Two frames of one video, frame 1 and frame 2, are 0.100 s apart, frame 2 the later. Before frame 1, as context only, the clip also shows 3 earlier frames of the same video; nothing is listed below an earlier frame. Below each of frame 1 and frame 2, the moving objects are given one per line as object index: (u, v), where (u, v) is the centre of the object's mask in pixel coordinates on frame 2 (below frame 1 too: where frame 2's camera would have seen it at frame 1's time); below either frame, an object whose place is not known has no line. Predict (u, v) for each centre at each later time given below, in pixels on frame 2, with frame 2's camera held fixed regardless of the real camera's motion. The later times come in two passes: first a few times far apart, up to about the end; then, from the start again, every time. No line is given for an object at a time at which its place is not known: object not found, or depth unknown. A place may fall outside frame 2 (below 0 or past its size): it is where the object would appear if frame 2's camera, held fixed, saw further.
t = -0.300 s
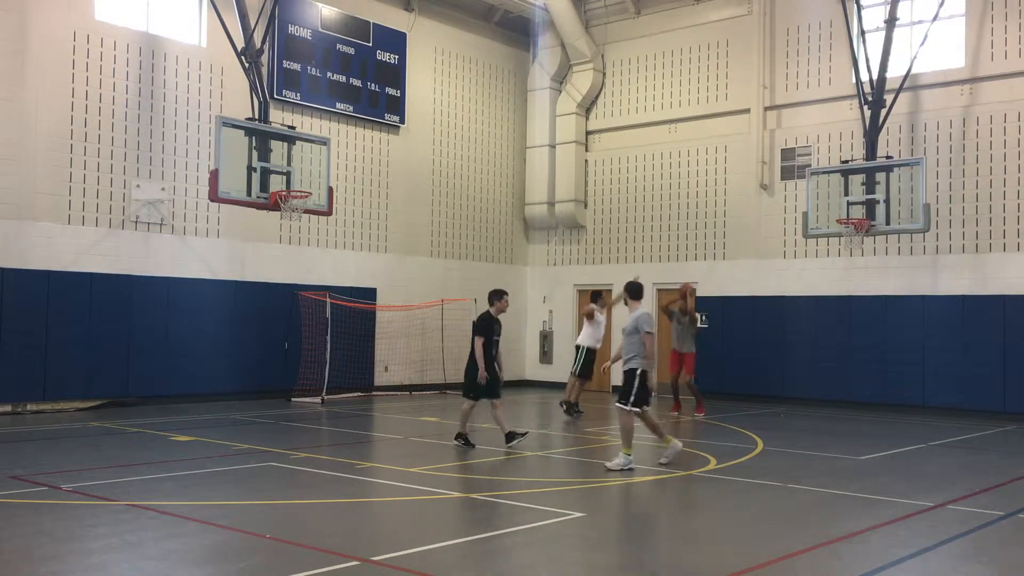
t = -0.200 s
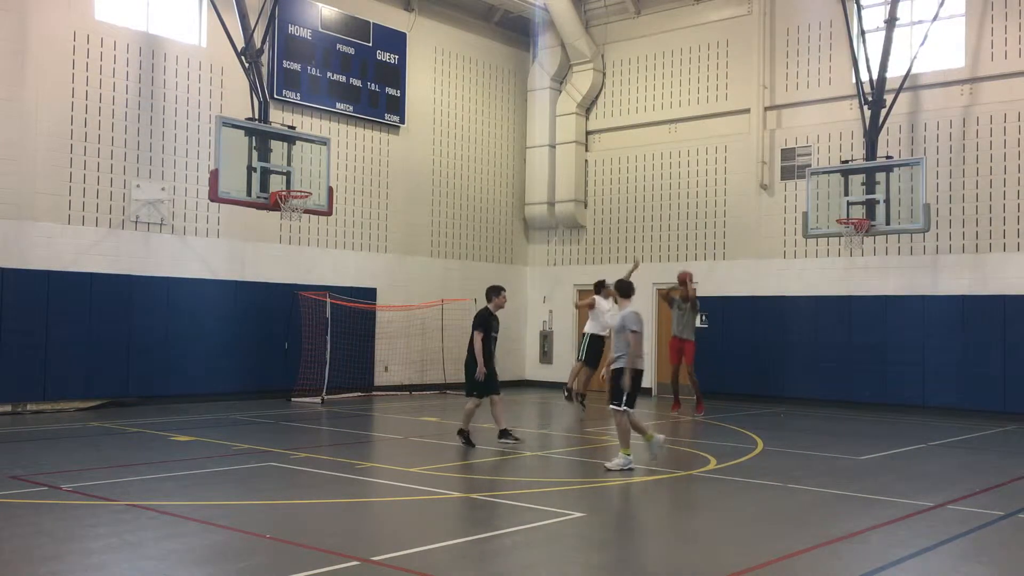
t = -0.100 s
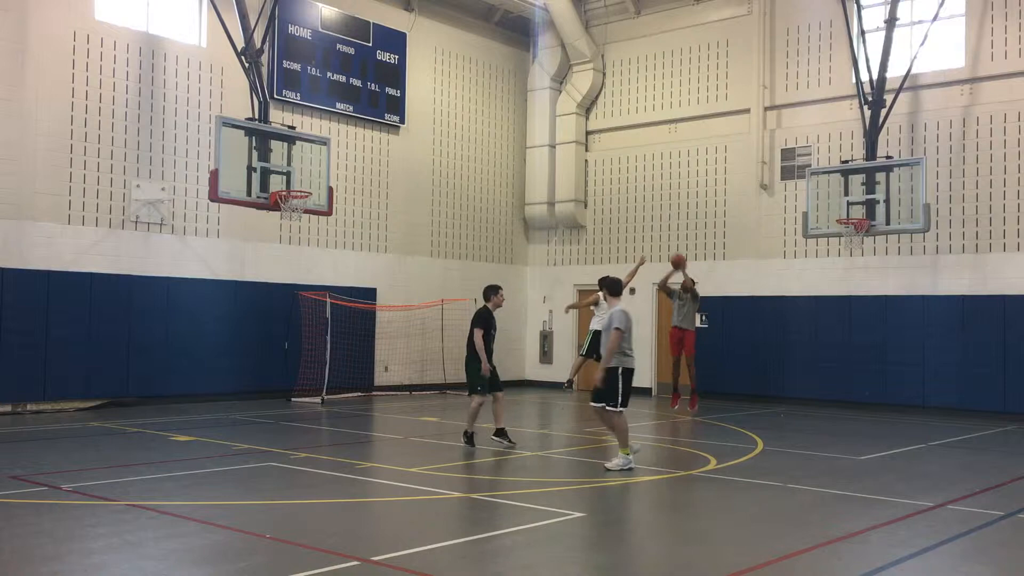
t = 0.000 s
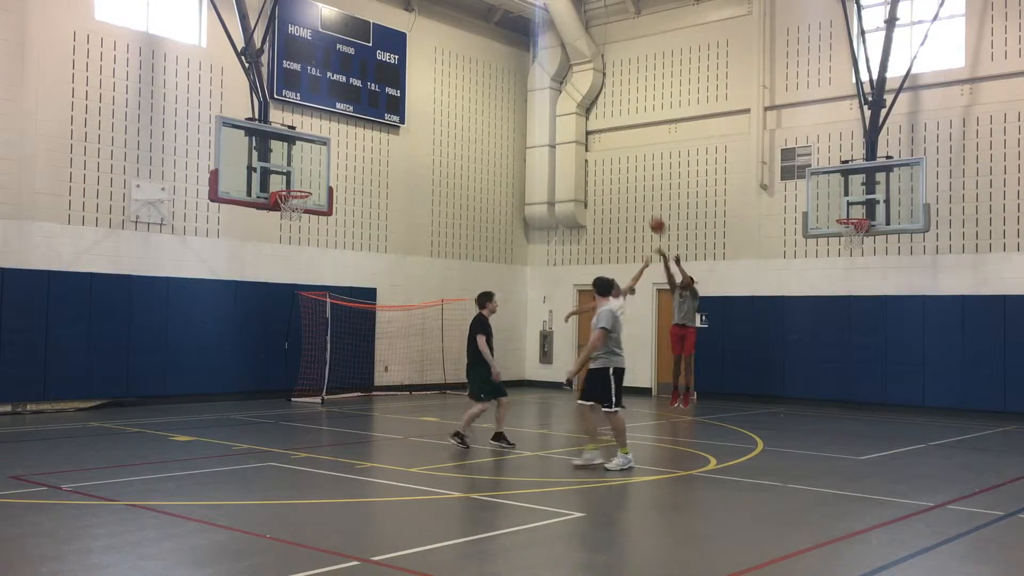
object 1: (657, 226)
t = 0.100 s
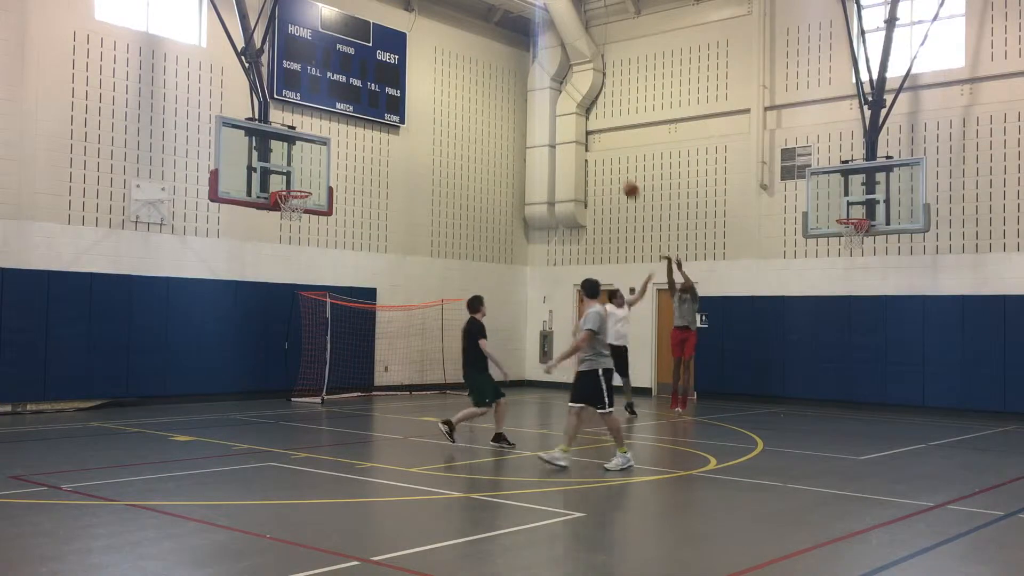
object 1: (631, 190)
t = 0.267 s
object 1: (586, 145)
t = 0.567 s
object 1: (498, 101)
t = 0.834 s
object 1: (414, 111)
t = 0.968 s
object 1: (369, 137)
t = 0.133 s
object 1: (621, 180)
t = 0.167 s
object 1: (612, 170)
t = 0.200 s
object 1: (603, 162)
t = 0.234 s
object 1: (595, 153)
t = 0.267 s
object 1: (586, 145)
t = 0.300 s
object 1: (576, 136)
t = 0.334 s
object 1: (566, 129)
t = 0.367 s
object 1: (557, 123)
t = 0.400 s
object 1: (547, 118)
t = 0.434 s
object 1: (537, 113)
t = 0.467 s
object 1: (527, 109)
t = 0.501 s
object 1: (518, 106)
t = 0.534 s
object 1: (508, 103)
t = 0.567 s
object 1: (498, 101)
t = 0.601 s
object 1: (487, 99)
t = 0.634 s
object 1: (477, 99)
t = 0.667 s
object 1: (467, 99)
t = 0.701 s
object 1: (457, 100)
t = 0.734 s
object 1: (446, 102)
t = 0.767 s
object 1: (435, 104)
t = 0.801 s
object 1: (425, 107)
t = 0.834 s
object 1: (414, 111)
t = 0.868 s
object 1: (403, 116)
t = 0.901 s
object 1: (392, 121)
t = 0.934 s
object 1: (381, 129)
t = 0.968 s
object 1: (369, 137)
